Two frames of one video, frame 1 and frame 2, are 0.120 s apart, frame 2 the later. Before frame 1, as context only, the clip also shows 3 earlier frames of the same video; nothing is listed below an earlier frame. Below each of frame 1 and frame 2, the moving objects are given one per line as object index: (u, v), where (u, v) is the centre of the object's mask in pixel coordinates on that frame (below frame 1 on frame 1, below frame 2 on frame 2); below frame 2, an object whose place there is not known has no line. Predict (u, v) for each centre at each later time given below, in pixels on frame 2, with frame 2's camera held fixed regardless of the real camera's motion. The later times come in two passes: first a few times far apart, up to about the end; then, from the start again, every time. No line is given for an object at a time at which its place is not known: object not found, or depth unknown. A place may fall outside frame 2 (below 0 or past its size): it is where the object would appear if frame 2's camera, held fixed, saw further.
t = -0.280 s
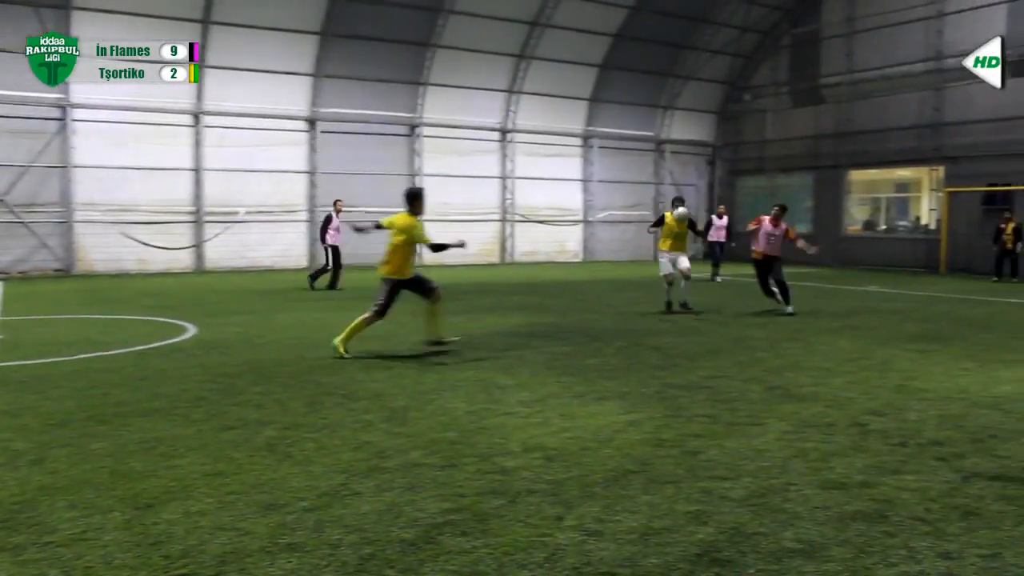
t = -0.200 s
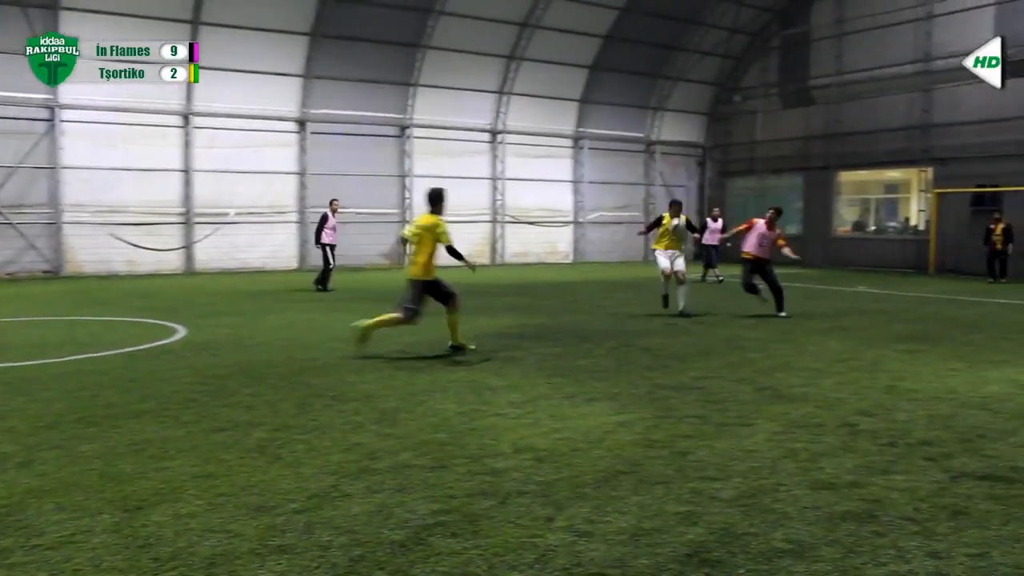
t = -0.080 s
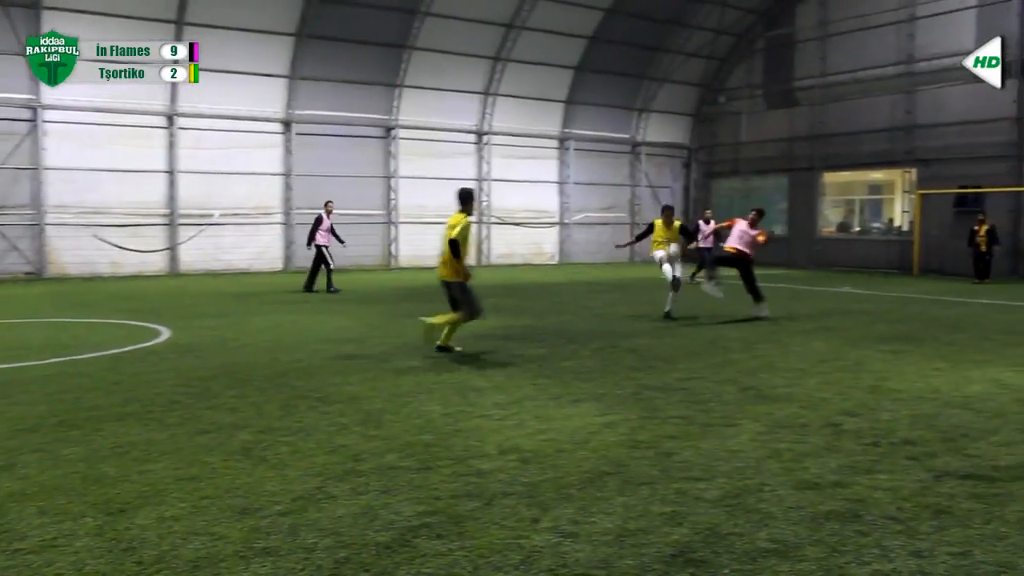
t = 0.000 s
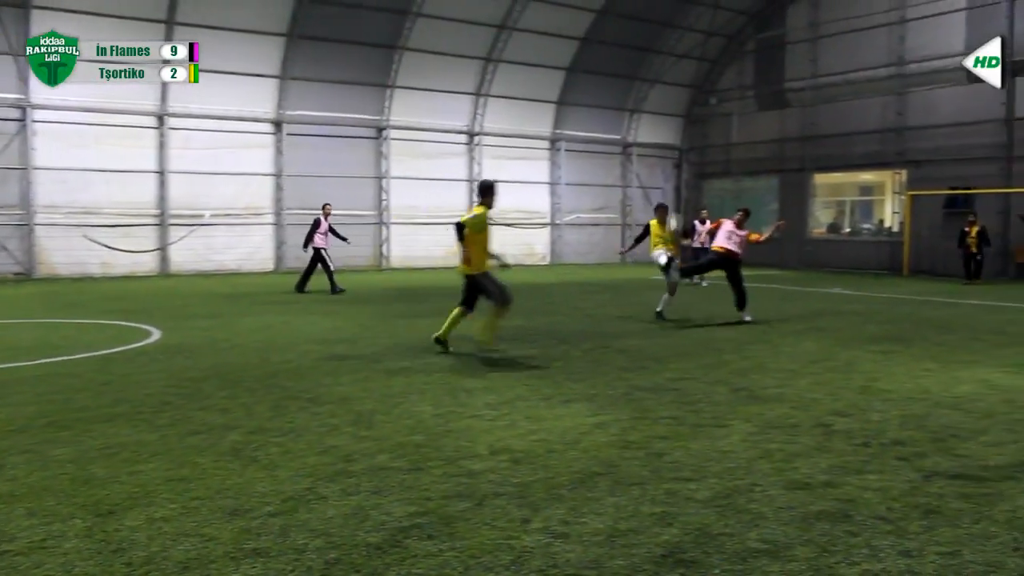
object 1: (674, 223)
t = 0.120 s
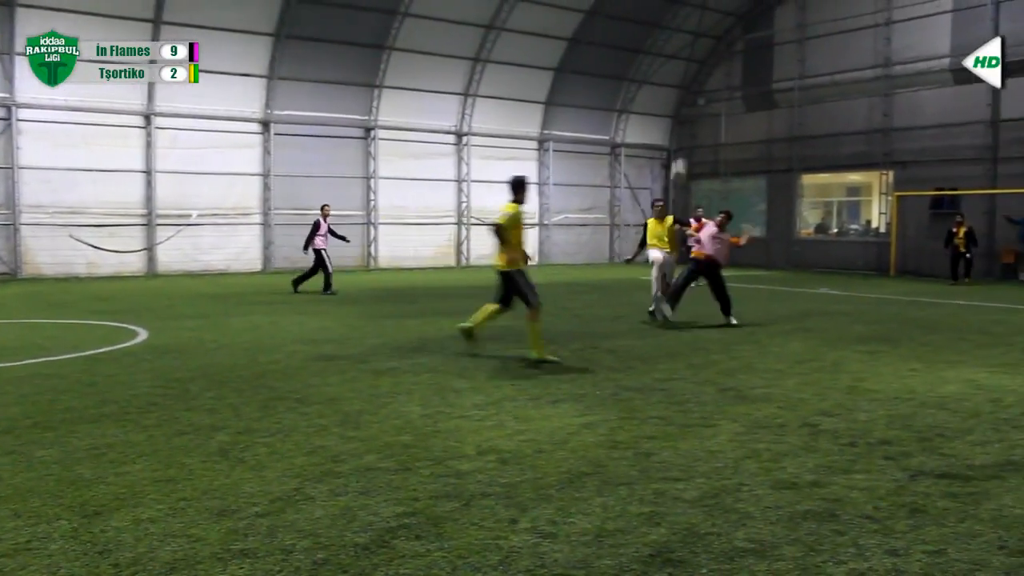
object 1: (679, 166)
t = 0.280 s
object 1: (699, 114)
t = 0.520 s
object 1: (728, 70)
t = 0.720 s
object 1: (749, 68)
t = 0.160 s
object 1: (683, 152)
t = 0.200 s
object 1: (689, 138)
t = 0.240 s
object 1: (693, 125)
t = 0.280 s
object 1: (699, 114)
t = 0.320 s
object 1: (703, 104)
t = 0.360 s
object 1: (707, 95)
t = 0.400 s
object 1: (714, 87)
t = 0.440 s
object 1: (718, 80)
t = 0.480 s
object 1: (722, 75)
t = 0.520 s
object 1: (728, 70)
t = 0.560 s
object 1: (732, 67)
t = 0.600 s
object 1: (736, 65)
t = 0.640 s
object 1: (741, 65)
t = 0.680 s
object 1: (745, 65)
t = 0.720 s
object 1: (749, 68)
